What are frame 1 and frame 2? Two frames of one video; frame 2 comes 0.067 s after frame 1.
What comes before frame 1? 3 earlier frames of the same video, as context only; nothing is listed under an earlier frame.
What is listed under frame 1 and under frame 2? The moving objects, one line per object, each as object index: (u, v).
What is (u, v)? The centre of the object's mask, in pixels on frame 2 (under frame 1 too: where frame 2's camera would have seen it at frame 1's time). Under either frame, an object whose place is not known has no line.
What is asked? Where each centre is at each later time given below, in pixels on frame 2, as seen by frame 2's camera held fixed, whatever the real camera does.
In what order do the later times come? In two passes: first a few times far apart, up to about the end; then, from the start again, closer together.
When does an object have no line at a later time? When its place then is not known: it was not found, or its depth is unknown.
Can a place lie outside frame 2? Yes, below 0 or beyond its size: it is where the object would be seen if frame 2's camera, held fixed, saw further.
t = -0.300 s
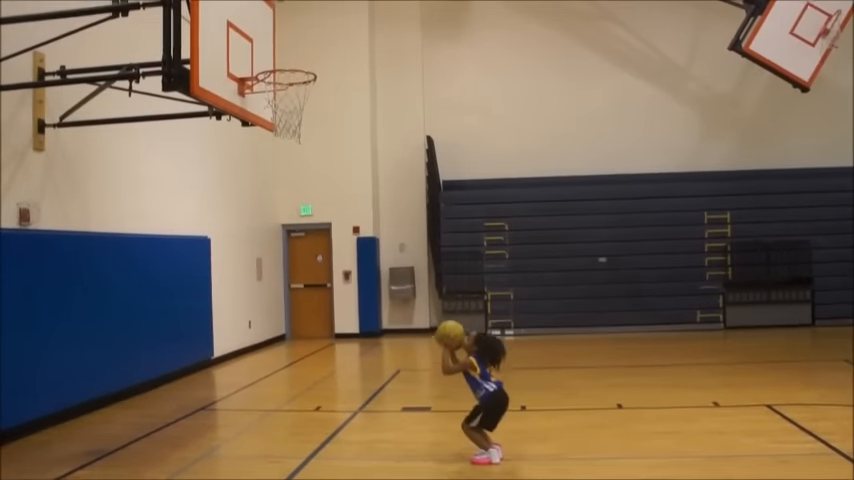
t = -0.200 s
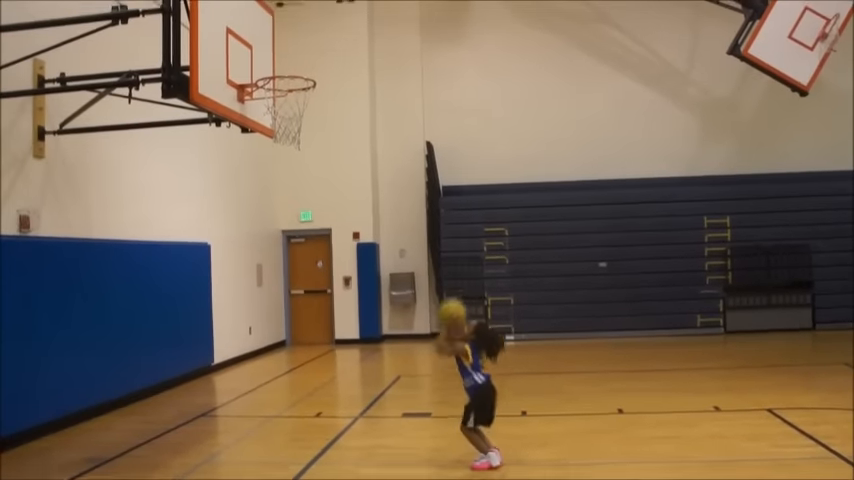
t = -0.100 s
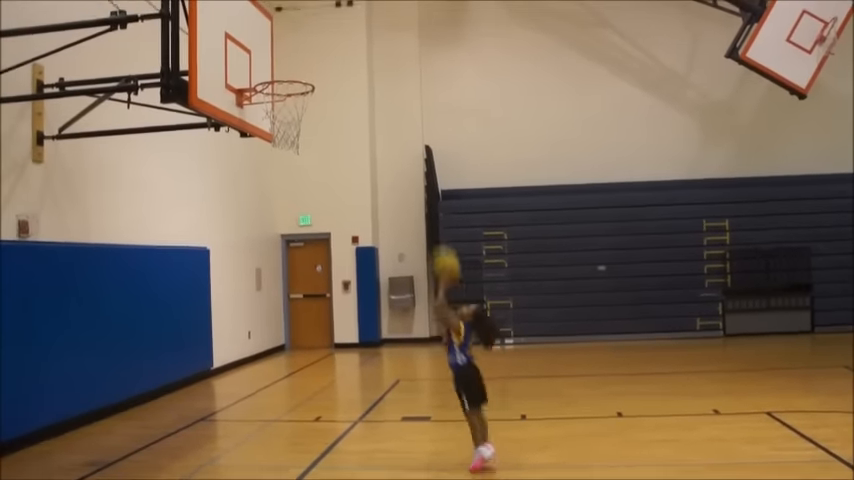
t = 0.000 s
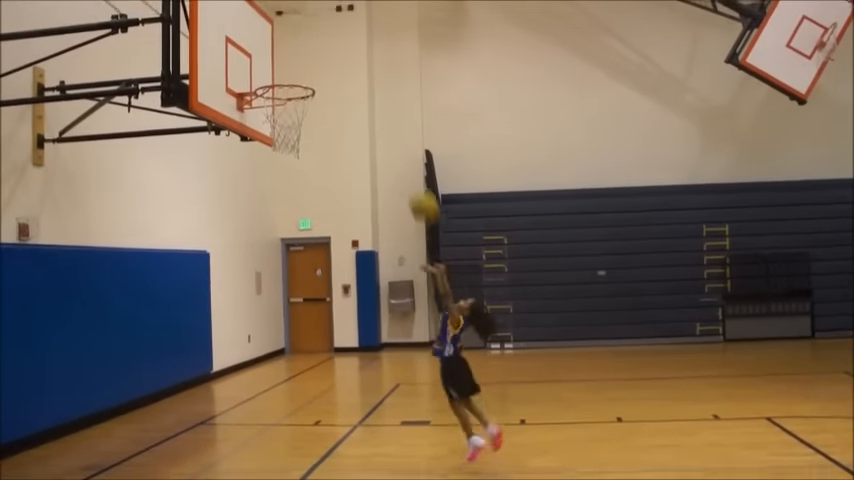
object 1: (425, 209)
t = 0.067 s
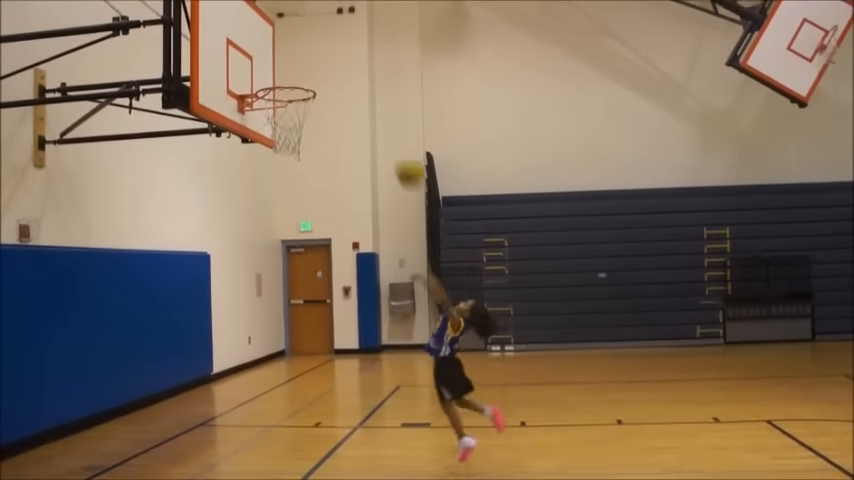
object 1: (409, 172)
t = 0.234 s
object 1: (375, 109)
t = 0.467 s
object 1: (331, 78)
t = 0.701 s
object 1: (308, 83)
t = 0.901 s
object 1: (293, 101)
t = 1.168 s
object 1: (273, 186)
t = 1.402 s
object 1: (261, 333)
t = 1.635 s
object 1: (246, 412)
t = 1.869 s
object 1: (225, 290)
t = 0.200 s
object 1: (382, 119)
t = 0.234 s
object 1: (375, 109)
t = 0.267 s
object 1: (369, 101)
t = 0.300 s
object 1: (362, 93)
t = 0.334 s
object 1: (355, 87)
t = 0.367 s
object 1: (349, 83)
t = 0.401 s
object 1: (343, 80)
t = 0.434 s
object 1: (337, 79)
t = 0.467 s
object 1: (331, 78)
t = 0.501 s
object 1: (324, 79)
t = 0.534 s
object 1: (319, 80)
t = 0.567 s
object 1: (317, 79)
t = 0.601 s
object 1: (315, 79)
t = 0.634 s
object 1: (313, 79)
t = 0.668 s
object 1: (311, 81)
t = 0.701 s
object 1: (308, 83)
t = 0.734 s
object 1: (306, 84)
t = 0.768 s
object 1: (304, 86)
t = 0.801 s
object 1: (302, 88)
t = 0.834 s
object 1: (299, 92)
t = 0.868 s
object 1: (295, 96)
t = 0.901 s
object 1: (293, 101)
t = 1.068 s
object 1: (281, 148)
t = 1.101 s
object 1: (277, 161)
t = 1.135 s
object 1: (275, 170)
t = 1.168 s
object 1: (273, 186)
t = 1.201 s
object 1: (271, 202)
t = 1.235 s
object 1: (270, 221)
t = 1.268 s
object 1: (268, 240)
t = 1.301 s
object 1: (266, 263)
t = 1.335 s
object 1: (264, 285)
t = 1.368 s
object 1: (263, 308)
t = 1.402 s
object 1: (261, 333)
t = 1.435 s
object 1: (259, 356)
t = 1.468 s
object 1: (257, 389)
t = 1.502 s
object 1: (256, 419)
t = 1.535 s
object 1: (254, 450)
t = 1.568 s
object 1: (252, 457)
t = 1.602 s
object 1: (248, 434)
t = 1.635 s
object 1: (246, 412)
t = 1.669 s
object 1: (243, 390)
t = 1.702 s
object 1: (239, 368)
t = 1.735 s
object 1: (237, 350)
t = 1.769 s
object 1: (233, 334)
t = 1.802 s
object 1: (230, 319)
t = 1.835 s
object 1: (227, 303)
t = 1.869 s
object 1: (225, 290)
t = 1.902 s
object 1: (222, 280)
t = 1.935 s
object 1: (219, 270)
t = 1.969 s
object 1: (217, 261)
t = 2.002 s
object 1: (215, 253)
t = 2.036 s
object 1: (213, 246)
